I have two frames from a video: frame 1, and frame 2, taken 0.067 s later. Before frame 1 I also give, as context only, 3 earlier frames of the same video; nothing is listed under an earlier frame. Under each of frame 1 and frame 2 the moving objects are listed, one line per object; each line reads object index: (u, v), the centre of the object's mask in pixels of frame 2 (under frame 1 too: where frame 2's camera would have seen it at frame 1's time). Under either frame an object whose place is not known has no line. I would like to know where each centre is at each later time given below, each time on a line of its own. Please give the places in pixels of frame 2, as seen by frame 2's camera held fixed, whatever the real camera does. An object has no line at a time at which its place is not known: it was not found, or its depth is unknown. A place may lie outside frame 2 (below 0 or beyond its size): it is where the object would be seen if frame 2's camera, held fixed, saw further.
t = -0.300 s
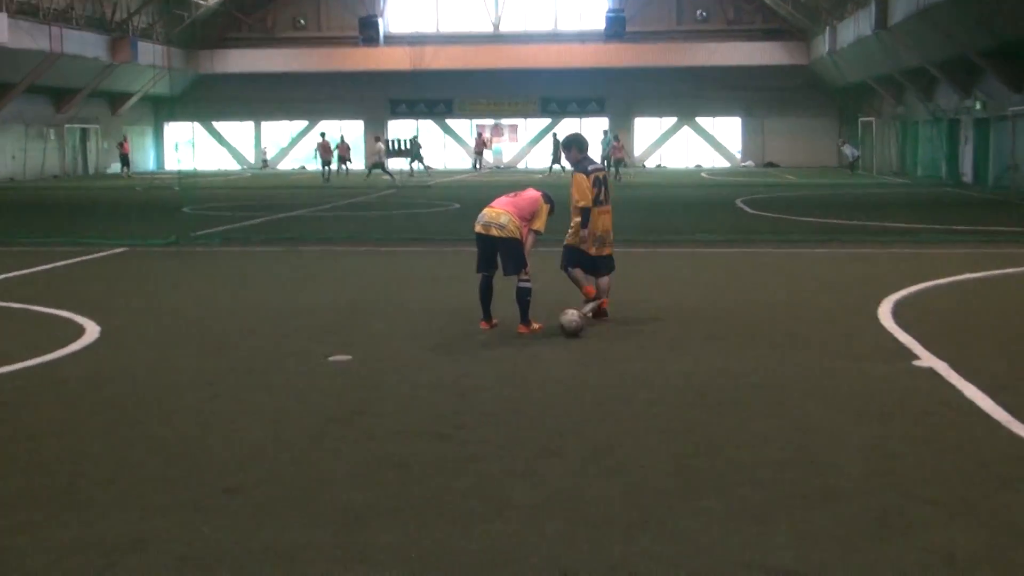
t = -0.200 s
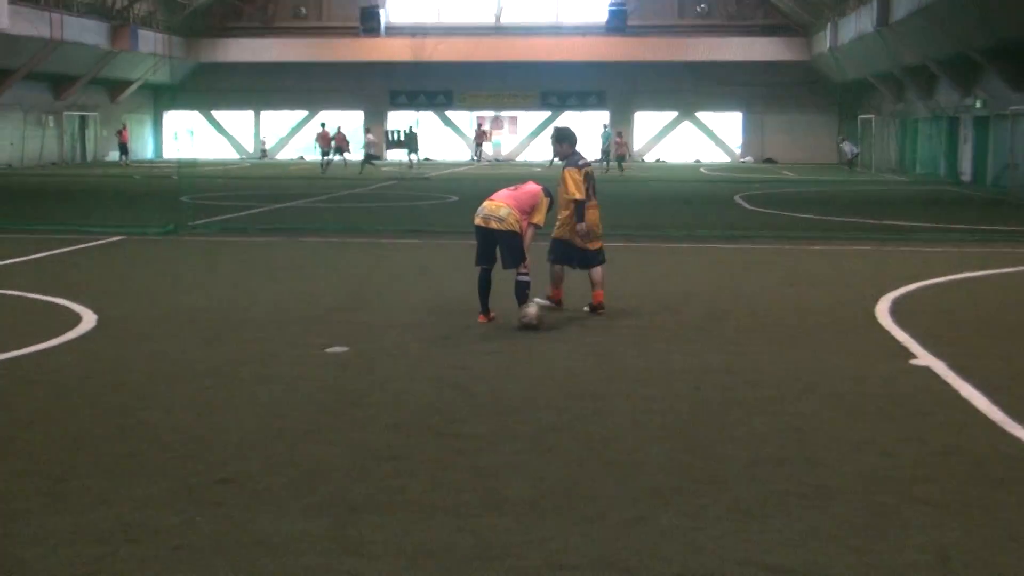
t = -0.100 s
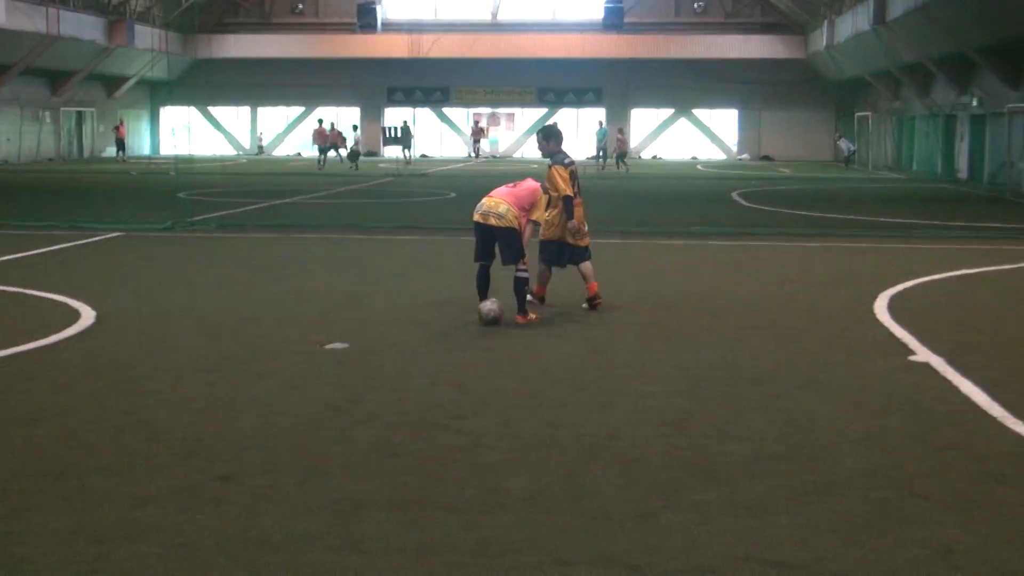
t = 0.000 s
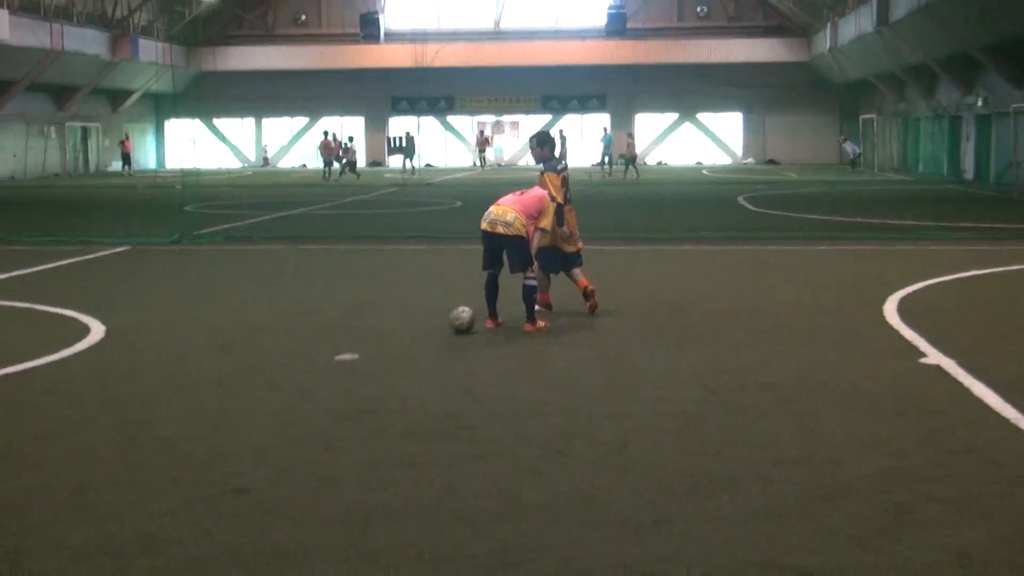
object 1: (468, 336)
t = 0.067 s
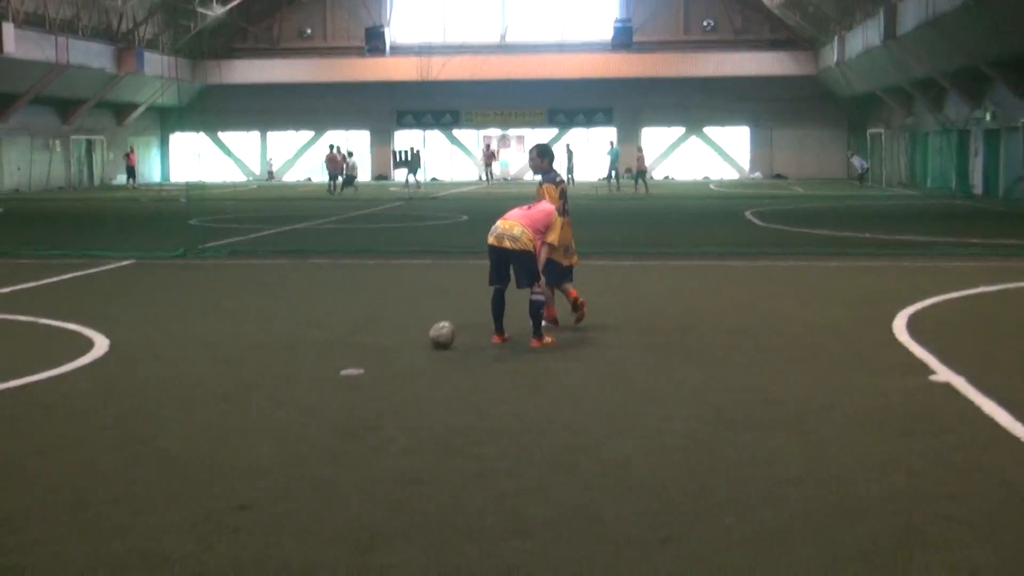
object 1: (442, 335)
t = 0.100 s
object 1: (431, 334)
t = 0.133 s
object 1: (418, 334)
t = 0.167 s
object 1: (407, 333)
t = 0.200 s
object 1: (395, 334)
